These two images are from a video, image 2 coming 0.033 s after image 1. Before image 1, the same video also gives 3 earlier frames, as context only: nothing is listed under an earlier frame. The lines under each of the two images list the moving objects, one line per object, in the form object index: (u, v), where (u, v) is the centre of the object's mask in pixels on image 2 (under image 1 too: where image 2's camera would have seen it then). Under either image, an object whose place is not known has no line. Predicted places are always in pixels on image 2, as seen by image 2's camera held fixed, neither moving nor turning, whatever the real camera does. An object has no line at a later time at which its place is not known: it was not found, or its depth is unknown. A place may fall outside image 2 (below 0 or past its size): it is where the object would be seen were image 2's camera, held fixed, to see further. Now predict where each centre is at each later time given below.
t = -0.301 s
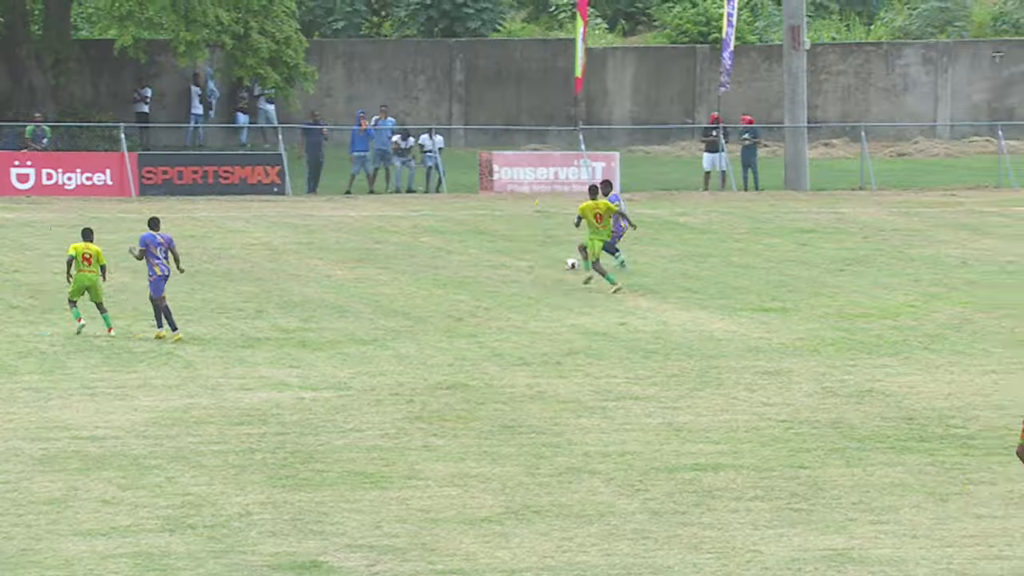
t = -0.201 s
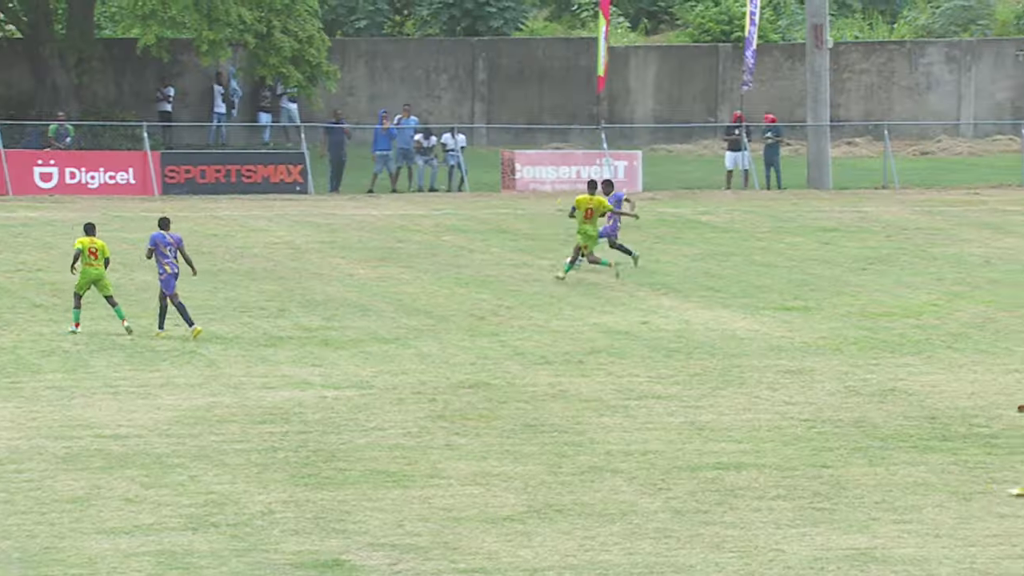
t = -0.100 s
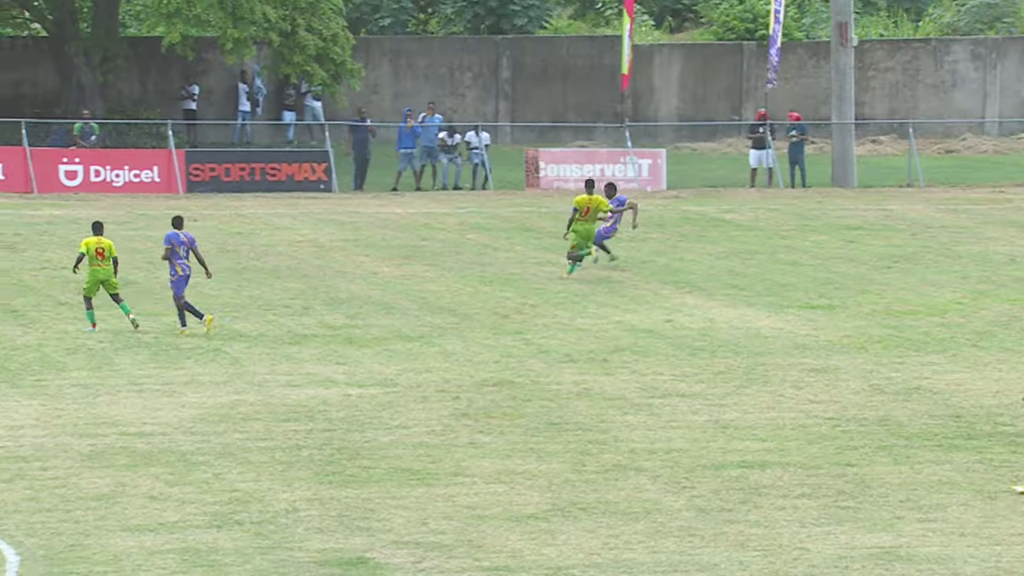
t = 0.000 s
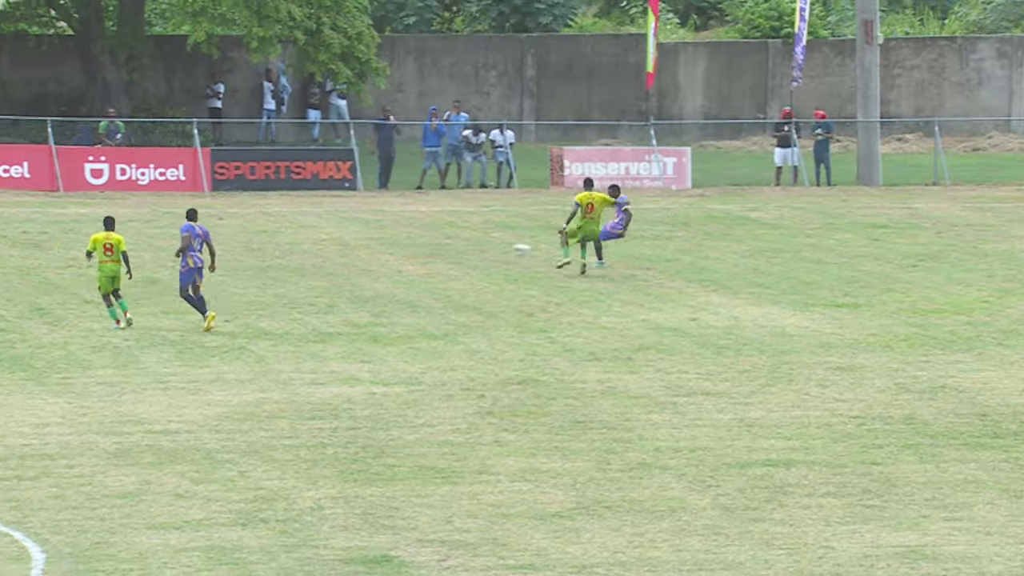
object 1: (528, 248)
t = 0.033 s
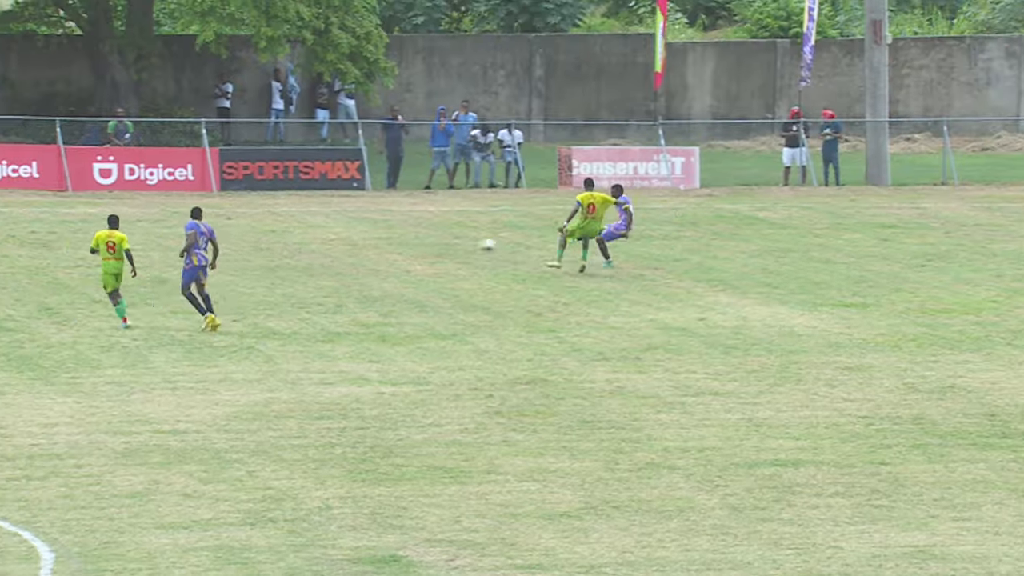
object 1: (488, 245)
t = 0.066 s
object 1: (447, 240)
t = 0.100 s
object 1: (408, 238)
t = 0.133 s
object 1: (368, 237)
